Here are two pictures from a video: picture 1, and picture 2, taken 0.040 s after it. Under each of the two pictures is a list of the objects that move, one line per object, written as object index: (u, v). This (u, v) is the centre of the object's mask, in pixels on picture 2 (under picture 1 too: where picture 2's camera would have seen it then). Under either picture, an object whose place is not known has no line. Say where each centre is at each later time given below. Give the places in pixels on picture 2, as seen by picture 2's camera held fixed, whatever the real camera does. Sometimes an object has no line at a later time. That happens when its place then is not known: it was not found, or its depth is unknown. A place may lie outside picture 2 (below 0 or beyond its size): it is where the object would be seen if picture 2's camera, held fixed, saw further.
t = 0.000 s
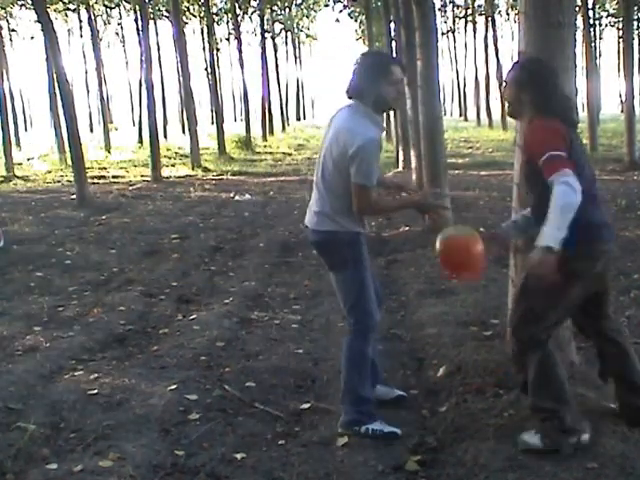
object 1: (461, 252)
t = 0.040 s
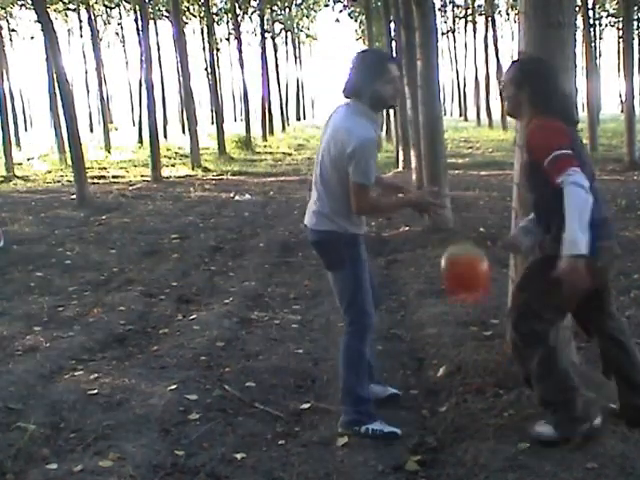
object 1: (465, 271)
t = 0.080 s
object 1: (470, 295)
